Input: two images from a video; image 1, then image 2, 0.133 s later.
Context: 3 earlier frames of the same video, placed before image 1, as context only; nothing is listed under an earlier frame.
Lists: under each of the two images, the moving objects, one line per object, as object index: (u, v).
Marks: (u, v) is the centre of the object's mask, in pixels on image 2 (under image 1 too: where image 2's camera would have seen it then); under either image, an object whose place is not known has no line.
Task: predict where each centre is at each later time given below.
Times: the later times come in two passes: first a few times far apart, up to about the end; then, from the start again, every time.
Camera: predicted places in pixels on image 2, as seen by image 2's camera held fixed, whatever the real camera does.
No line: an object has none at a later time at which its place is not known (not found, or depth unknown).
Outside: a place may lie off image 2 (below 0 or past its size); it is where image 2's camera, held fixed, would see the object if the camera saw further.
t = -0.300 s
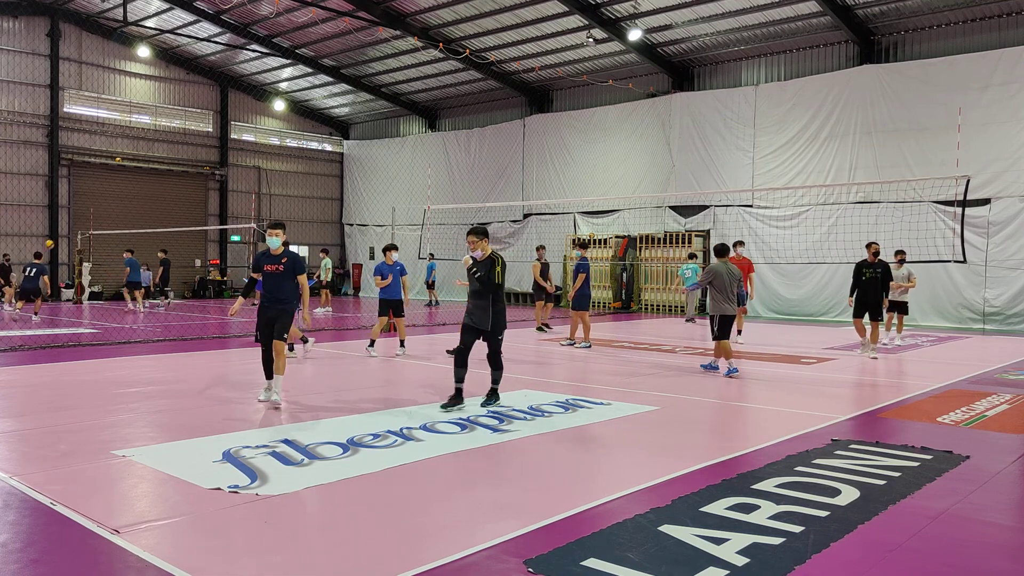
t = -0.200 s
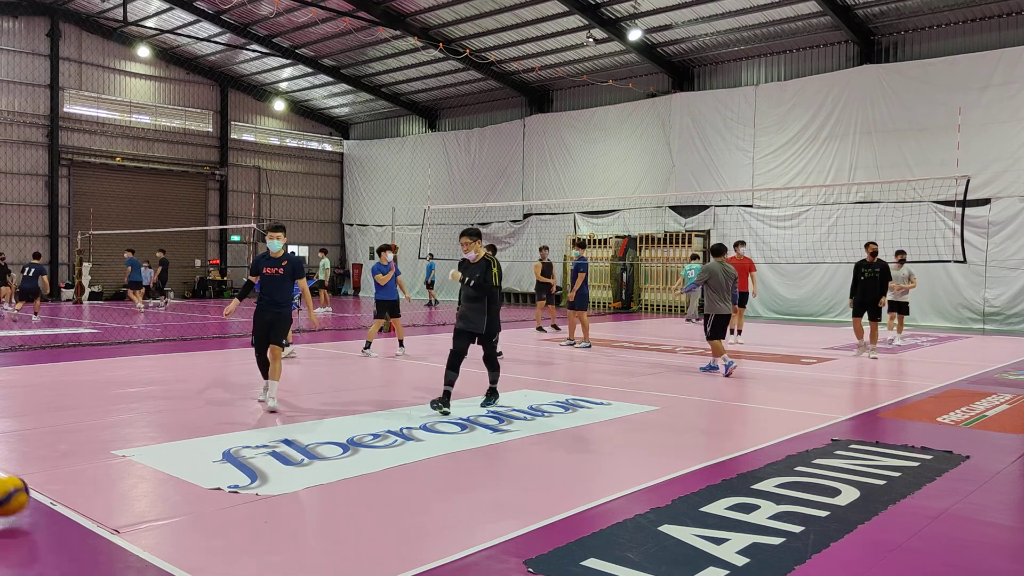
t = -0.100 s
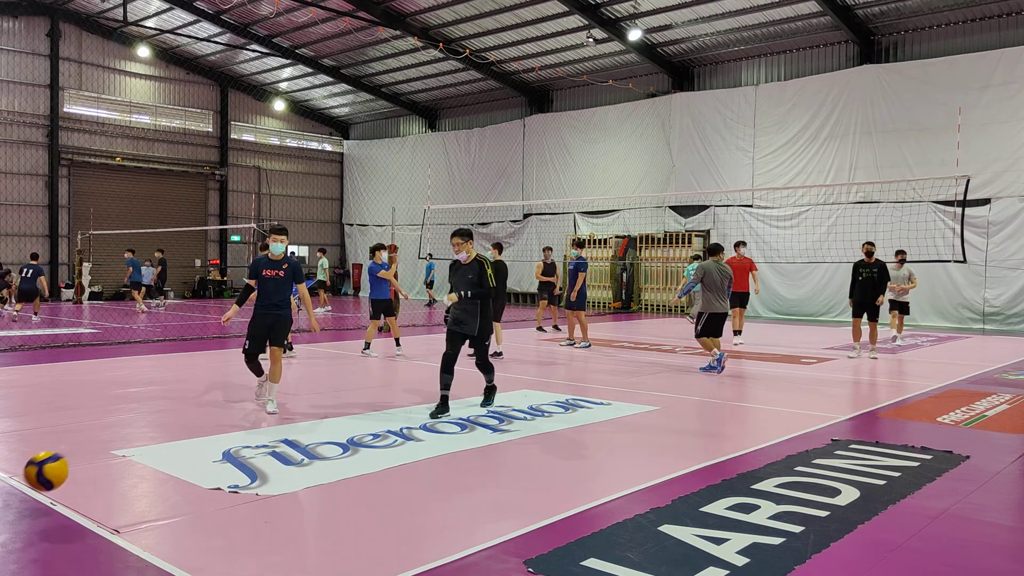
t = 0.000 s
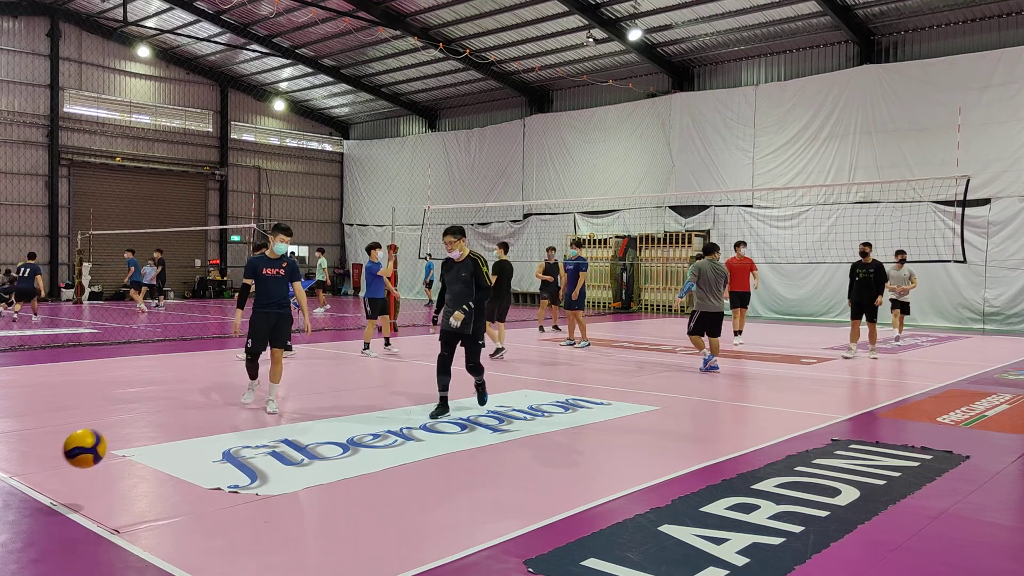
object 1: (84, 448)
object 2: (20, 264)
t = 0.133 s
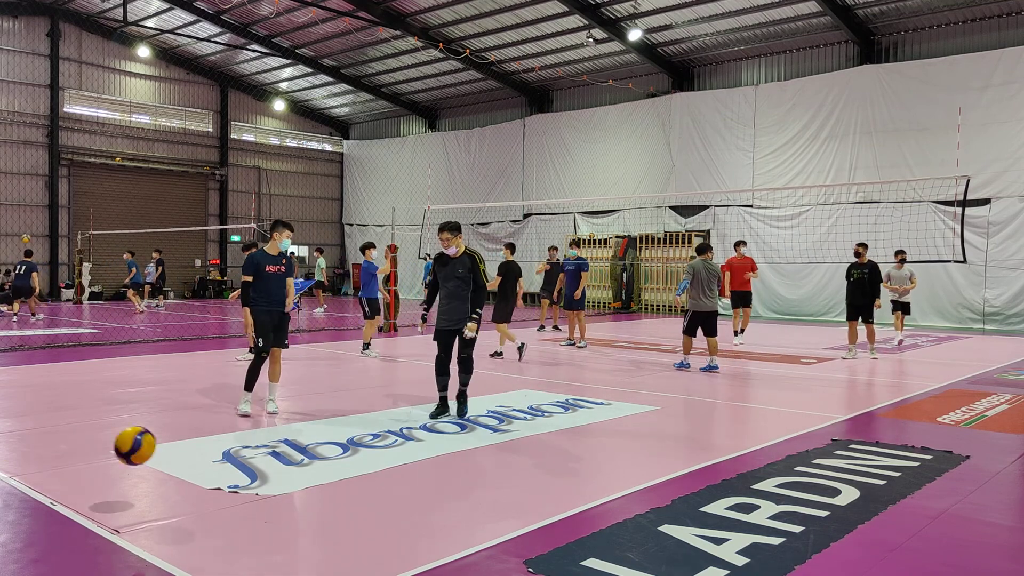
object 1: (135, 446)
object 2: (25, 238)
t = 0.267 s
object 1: (183, 474)
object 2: (30, 217)
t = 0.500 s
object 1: (263, 455)
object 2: (34, 199)
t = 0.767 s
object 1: (348, 479)
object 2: (40, 201)
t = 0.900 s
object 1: (389, 459)
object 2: (42, 211)
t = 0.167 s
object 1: (147, 450)
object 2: (27, 233)
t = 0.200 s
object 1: (159, 456)
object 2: (28, 227)
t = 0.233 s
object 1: (171, 464)
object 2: (29, 222)
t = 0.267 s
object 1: (183, 474)
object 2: (30, 217)
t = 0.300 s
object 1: (194, 486)
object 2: (29, 214)
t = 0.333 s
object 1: (206, 490)
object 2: (31, 210)
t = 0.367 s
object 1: (217, 479)
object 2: (32, 207)
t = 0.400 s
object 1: (229, 470)
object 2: (33, 204)
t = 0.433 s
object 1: (240, 463)
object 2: (33, 202)
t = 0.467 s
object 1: (251, 458)
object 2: (34, 200)
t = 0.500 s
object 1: (263, 455)
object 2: (34, 199)
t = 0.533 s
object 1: (274, 454)
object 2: (35, 198)
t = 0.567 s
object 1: (284, 454)
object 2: (36, 197)
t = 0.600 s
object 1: (295, 456)
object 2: (36, 197)
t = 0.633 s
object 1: (306, 461)
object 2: (38, 197)
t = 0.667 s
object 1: (316, 467)
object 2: (38, 197)
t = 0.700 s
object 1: (327, 475)
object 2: (38, 198)
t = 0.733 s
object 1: (337, 486)
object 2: (39, 200)
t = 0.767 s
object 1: (348, 479)
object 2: (40, 201)
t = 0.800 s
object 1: (358, 471)
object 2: (40, 203)
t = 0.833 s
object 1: (369, 465)
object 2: (41, 206)
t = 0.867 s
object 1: (379, 461)
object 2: (42, 207)
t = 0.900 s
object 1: (389, 459)
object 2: (42, 211)
